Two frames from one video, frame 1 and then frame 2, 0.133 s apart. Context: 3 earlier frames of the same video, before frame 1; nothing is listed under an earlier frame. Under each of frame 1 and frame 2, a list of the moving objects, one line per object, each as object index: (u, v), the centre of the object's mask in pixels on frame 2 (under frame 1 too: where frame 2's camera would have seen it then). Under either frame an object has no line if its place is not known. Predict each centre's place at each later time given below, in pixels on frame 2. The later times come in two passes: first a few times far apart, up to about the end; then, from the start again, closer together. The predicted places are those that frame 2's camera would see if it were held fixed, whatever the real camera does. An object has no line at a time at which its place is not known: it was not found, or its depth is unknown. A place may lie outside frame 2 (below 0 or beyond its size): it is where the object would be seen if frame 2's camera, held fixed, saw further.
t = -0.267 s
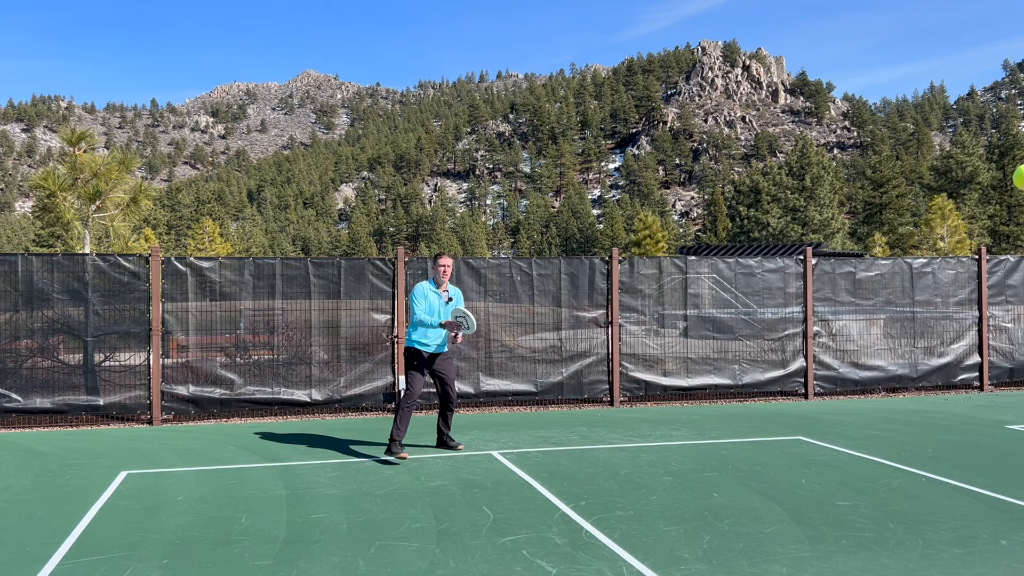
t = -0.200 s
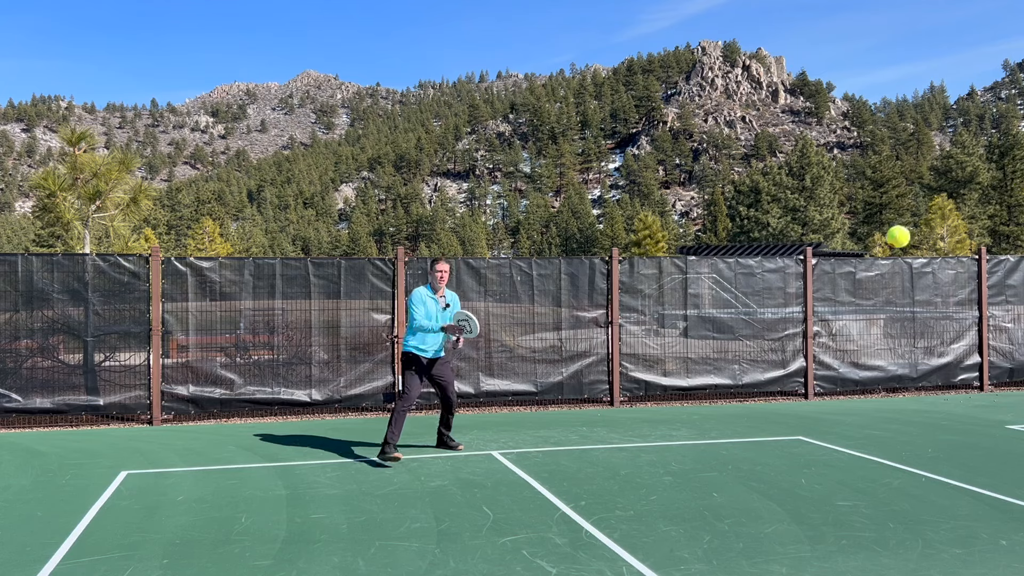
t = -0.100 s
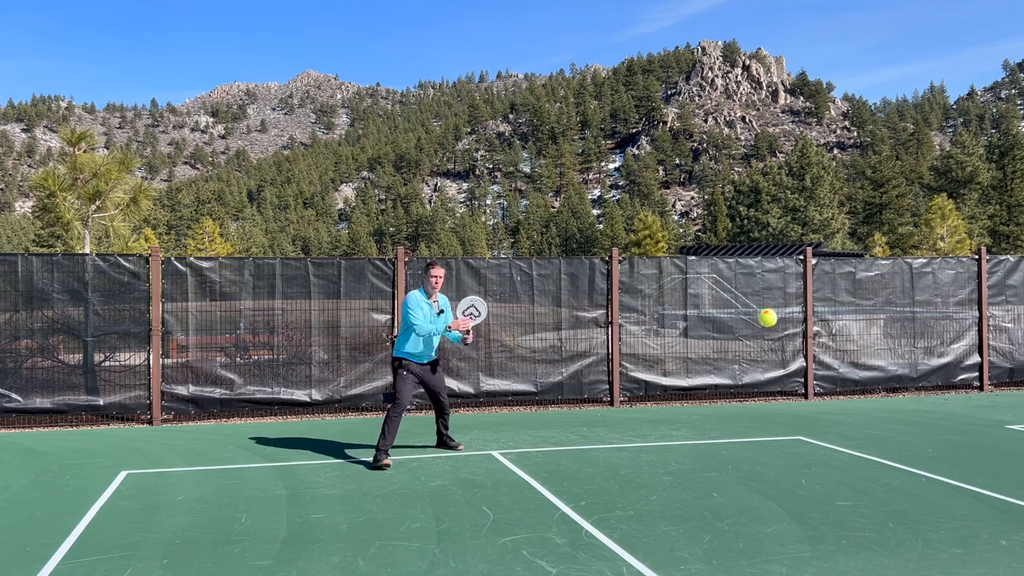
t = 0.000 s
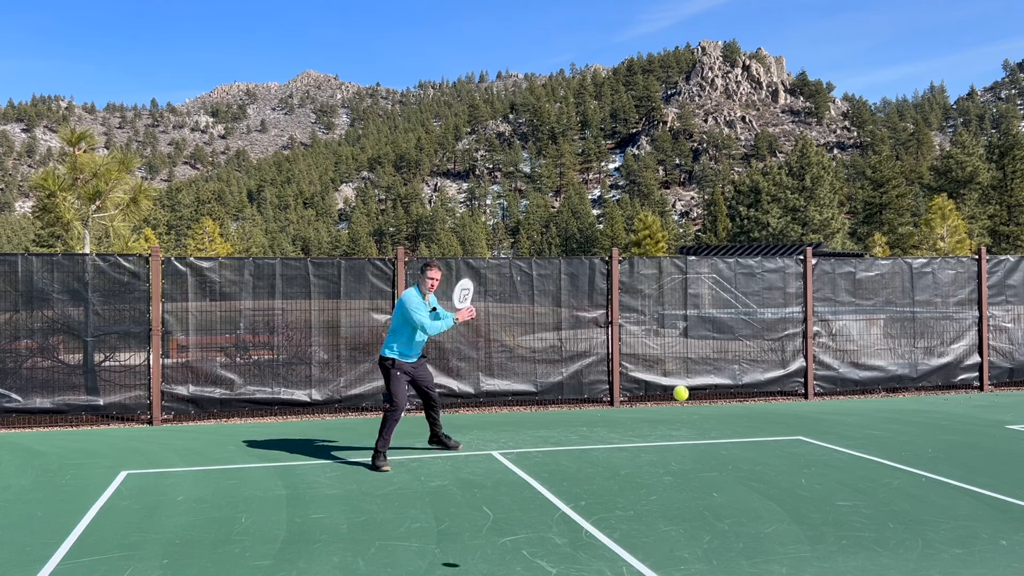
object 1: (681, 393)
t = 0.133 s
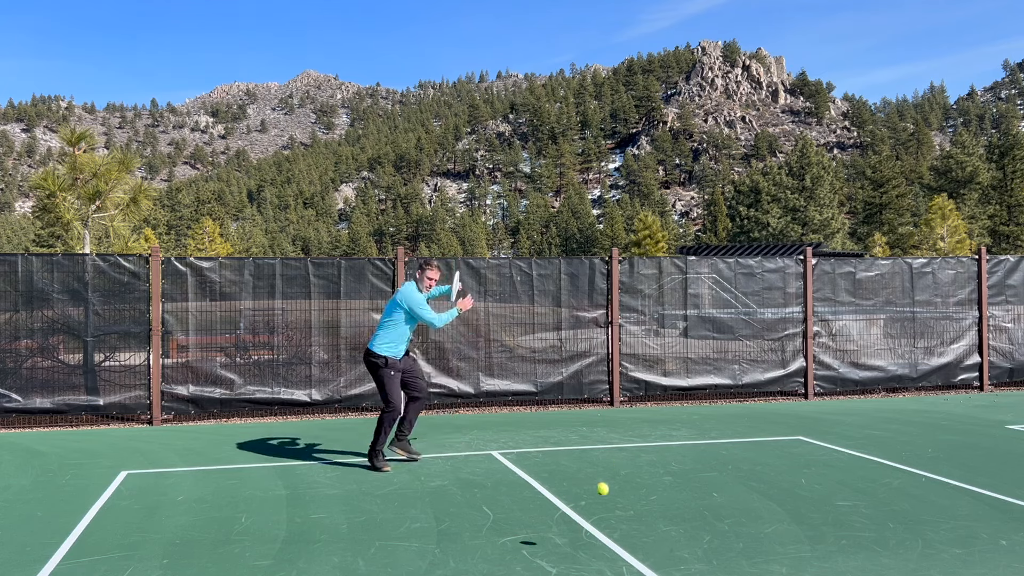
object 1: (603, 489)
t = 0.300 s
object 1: (554, 450)
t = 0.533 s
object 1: (514, 352)
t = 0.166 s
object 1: (588, 513)
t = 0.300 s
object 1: (554, 450)
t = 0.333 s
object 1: (548, 429)
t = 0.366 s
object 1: (542, 411)
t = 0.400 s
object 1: (535, 395)
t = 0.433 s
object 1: (530, 381)
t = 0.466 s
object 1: (524, 370)
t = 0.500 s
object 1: (519, 360)
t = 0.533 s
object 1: (514, 352)
